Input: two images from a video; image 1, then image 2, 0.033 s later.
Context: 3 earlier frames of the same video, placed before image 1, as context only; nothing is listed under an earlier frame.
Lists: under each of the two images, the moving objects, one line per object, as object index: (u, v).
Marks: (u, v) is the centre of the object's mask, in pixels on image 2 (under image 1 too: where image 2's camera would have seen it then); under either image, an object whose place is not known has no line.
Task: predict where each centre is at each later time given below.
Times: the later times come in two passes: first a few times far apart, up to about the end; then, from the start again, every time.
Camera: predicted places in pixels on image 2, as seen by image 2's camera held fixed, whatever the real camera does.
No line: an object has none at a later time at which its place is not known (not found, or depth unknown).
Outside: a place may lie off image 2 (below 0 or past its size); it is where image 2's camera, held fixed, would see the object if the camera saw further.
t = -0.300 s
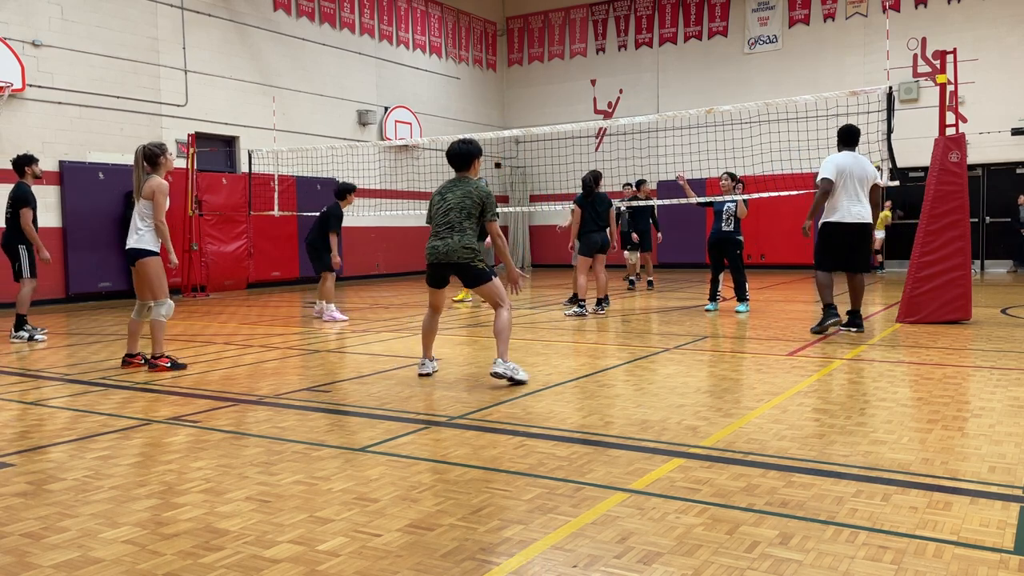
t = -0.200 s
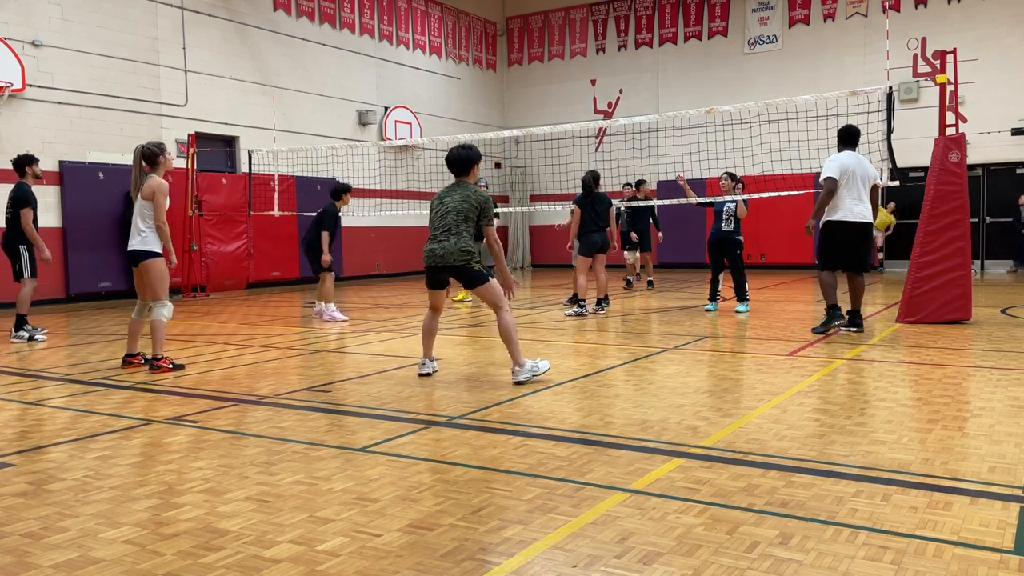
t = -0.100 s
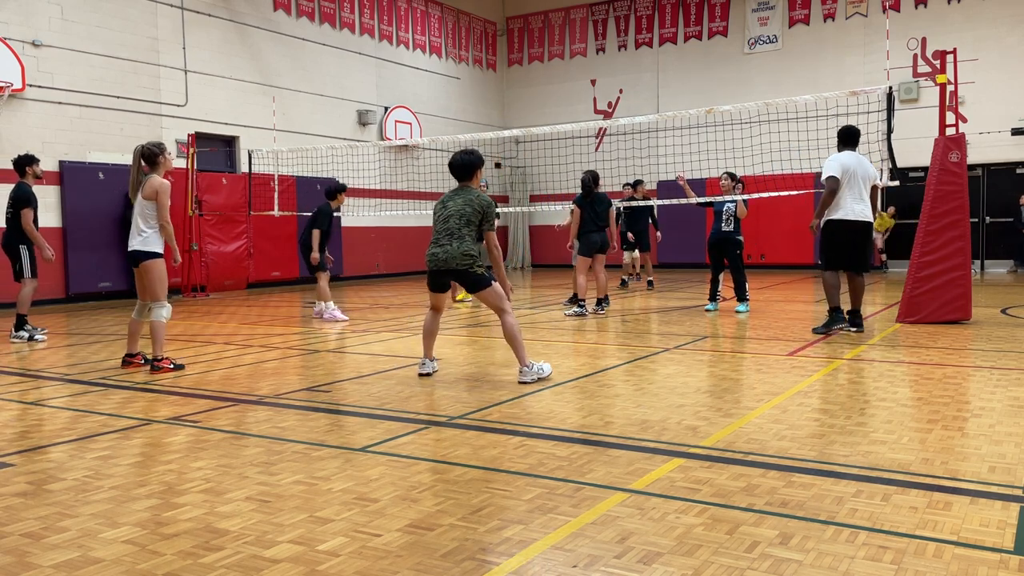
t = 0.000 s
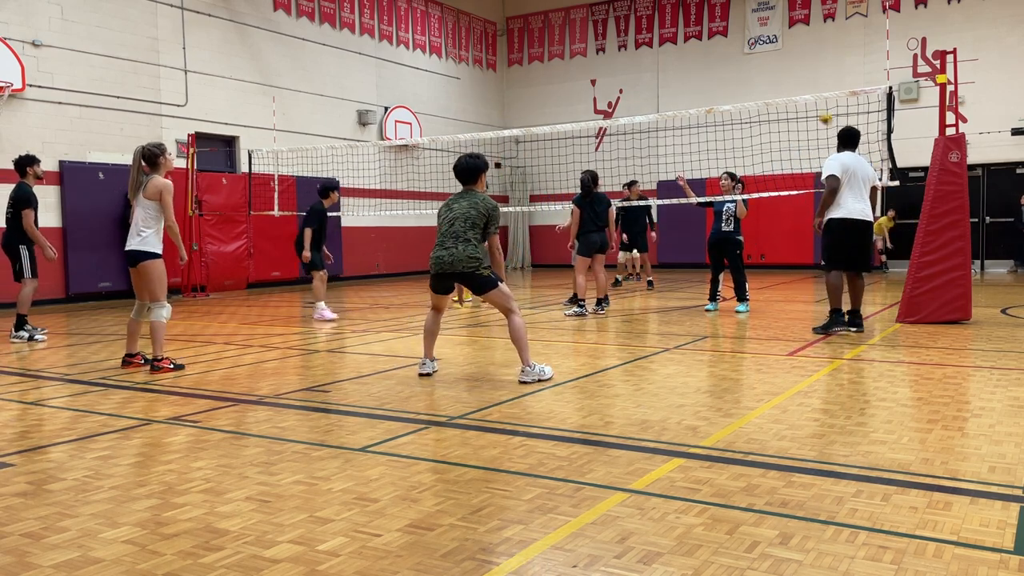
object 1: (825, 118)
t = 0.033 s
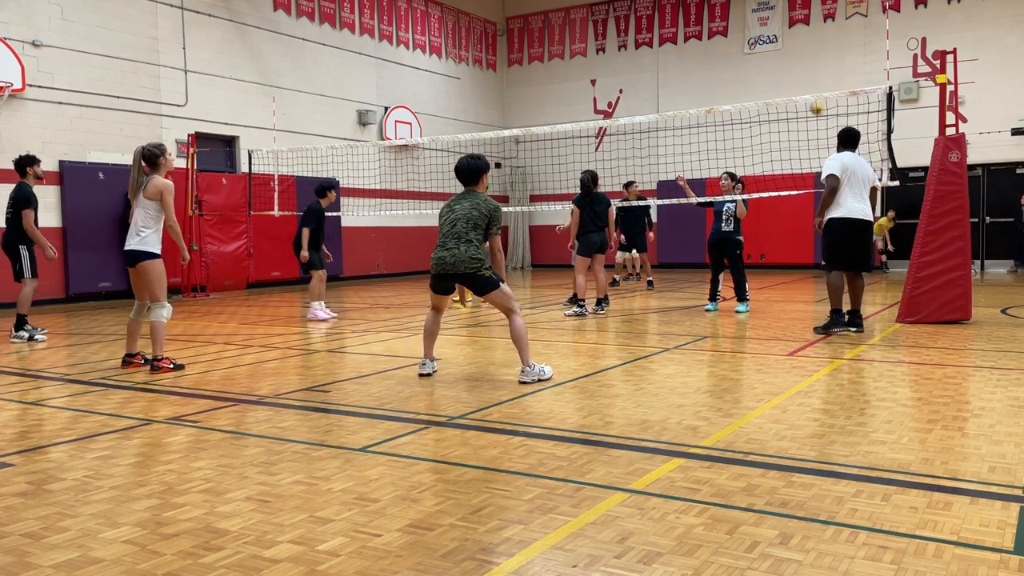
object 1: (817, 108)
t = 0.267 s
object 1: (741, 55)
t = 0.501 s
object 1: (643, 22)
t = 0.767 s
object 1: (477, 41)
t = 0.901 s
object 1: (366, 84)
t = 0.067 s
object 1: (808, 103)
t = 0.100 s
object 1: (797, 90)
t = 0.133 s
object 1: (787, 83)
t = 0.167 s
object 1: (775, 76)
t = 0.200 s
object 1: (765, 68)
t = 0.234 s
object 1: (754, 62)
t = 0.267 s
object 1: (741, 55)
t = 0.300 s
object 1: (729, 49)
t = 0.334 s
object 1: (716, 42)
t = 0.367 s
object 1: (702, 37)
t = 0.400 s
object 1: (688, 33)
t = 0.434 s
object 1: (672, 29)
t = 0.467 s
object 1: (657, 25)
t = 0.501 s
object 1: (643, 22)
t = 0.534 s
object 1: (624, 22)
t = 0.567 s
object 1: (608, 20)
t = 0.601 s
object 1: (586, 20)
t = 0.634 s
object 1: (568, 20)
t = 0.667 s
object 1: (547, 24)
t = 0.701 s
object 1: (524, 28)
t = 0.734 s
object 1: (501, 32)
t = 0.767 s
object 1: (477, 41)
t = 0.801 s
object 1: (453, 50)
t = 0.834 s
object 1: (424, 60)
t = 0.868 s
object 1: (395, 72)
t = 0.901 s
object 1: (366, 84)
